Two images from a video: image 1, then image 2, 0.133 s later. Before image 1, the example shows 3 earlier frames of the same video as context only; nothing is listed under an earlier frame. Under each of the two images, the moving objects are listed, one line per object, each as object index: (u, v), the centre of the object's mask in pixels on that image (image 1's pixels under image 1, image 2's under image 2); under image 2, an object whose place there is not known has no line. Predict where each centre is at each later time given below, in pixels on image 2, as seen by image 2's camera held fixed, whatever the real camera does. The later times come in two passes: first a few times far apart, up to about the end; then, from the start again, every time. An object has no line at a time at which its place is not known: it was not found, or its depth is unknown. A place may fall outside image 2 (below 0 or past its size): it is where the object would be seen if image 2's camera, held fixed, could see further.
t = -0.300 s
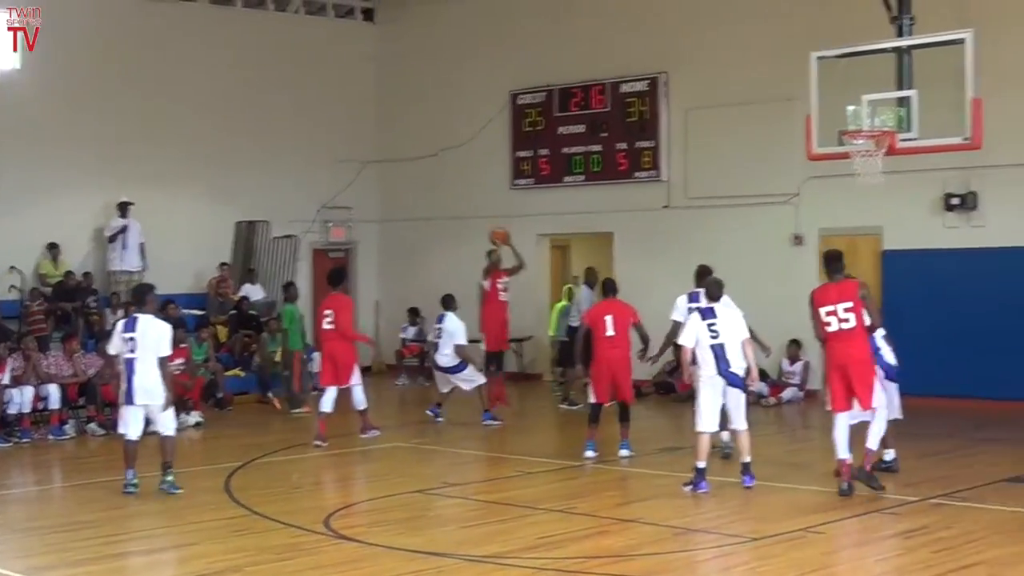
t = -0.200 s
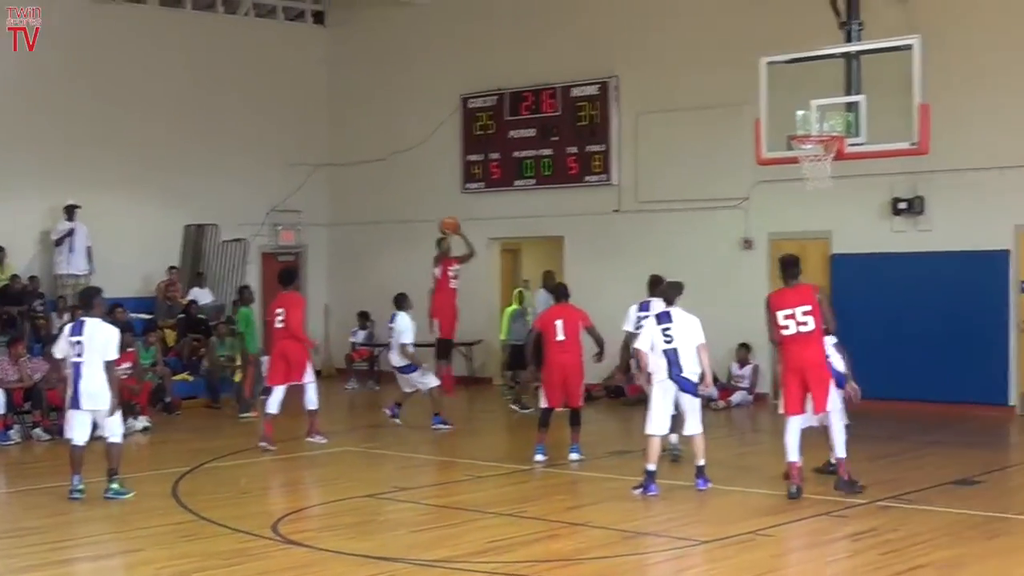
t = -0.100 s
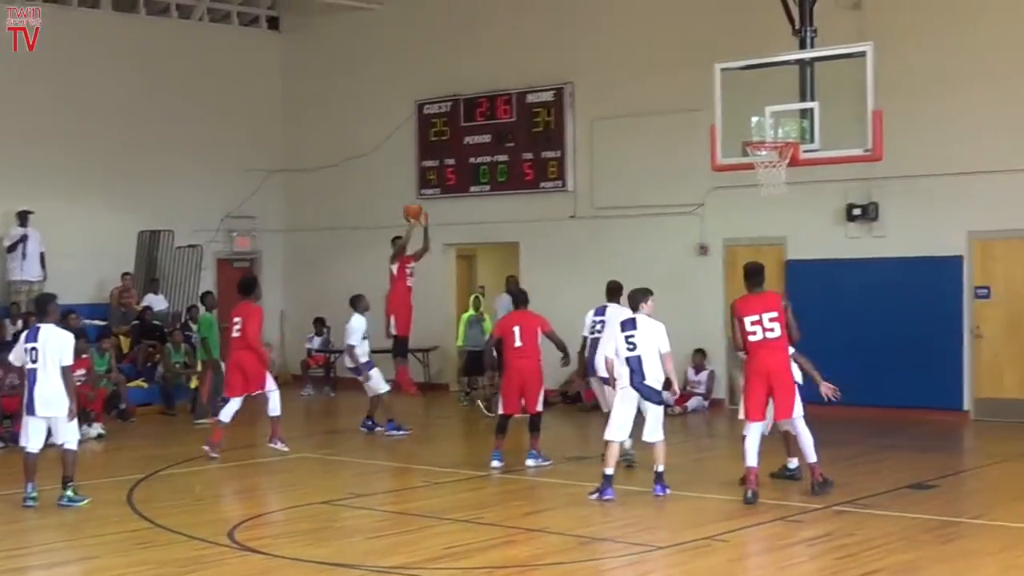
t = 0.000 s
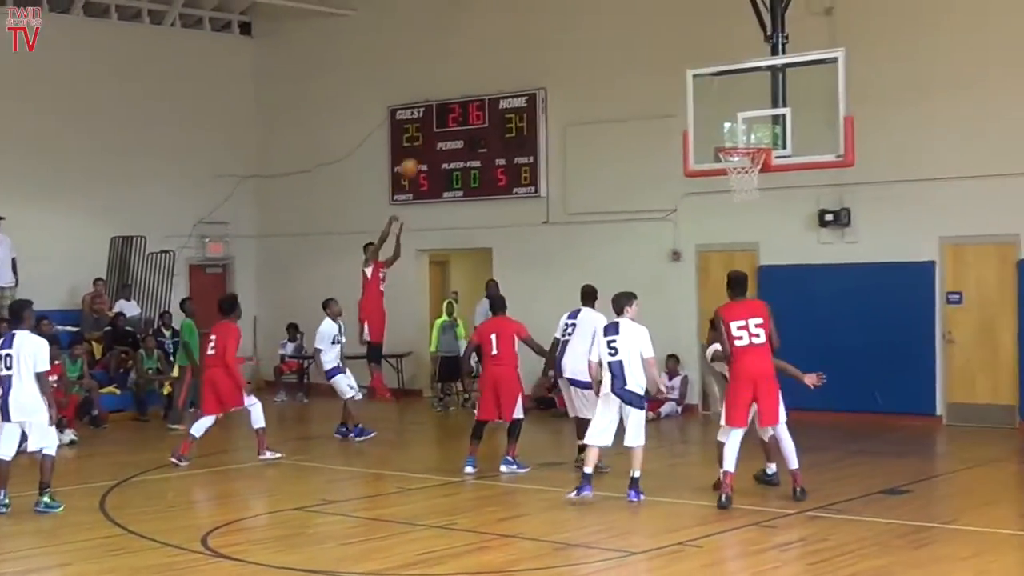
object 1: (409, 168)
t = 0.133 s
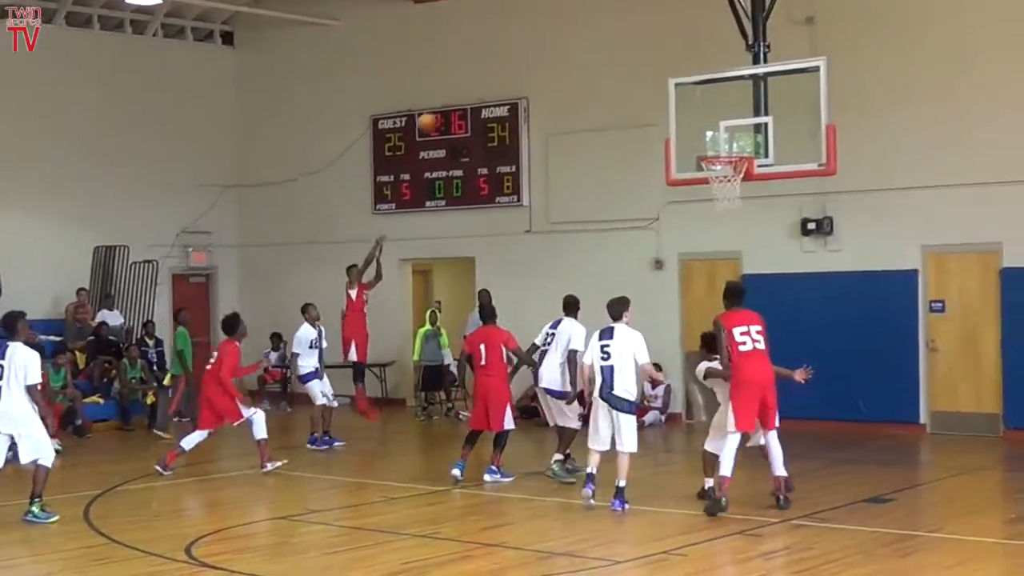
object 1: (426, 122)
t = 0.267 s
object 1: (464, 81)
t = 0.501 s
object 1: (536, 39)
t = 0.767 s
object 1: (624, 49)
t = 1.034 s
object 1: (727, 131)
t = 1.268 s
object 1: (724, 63)
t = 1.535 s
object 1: (699, 6)
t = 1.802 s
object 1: (677, 19)
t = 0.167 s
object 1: (435, 110)
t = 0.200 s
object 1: (445, 99)
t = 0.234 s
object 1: (454, 89)
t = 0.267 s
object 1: (464, 81)
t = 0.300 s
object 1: (474, 72)
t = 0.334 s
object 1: (484, 64)
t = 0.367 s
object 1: (494, 58)
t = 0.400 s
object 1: (504, 52)
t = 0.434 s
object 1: (515, 47)
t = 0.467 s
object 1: (526, 43)
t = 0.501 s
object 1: (536, 39)
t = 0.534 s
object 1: (546, 37)
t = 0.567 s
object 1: (557, 35)
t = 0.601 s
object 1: (568, 35)
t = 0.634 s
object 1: (579, 35)
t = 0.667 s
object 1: (590, 37)
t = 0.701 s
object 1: (602, 39)
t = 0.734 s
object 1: (613, 43)
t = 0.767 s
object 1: (624, 49)
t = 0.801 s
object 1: (636, 55)
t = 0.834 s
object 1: (649, 62)
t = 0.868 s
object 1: (661, 71)
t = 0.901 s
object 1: (674, 80)
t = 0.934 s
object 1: (688, 91)
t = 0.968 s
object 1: (700, 102)
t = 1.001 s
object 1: (713, 116)
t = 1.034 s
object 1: (727, 131)
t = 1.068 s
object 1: (741, 147)
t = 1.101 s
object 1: (740, 137)
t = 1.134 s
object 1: (737, 119)
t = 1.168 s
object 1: (734, 104)
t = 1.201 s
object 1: (731, 89)
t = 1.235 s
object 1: (728, 75)
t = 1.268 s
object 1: (724, 63)
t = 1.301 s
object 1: (721, 52)
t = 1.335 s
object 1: (718, 42)
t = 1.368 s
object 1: (714, 33)
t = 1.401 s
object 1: (712, 25)
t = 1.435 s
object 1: (709, 18)
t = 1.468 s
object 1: (706, 13)
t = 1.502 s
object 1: (703, 8)
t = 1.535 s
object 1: (699, 6)
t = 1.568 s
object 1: (696, 5)
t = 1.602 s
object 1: (694, 5)
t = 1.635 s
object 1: (691, 5)
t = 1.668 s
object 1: (688, 6)
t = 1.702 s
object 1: (685, 8)
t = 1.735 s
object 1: (682, 10)
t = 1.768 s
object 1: (679, 13)
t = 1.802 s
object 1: (677, 19)
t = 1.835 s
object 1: (675, 25)
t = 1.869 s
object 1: (672, 33)
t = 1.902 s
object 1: (670, 42)
